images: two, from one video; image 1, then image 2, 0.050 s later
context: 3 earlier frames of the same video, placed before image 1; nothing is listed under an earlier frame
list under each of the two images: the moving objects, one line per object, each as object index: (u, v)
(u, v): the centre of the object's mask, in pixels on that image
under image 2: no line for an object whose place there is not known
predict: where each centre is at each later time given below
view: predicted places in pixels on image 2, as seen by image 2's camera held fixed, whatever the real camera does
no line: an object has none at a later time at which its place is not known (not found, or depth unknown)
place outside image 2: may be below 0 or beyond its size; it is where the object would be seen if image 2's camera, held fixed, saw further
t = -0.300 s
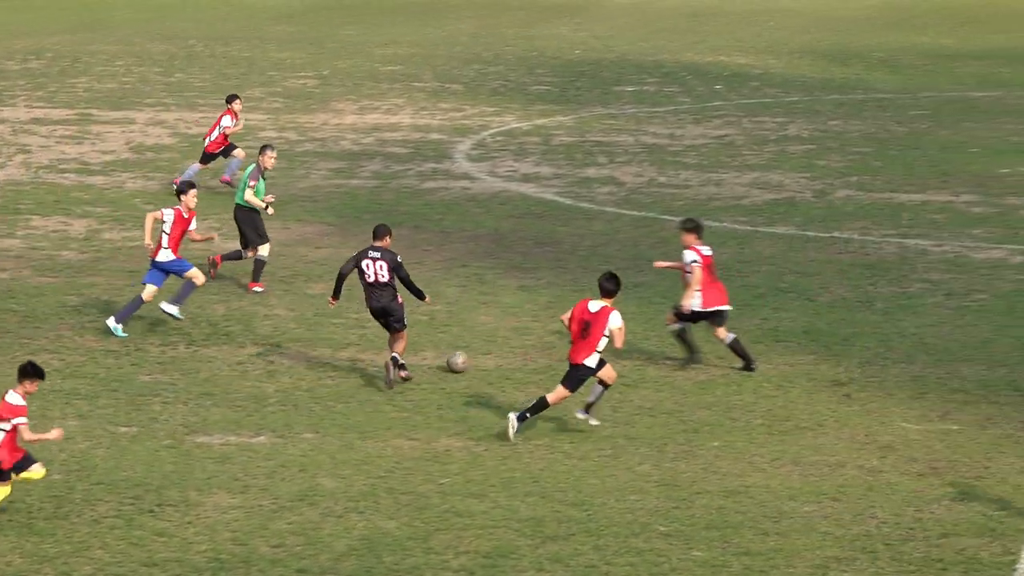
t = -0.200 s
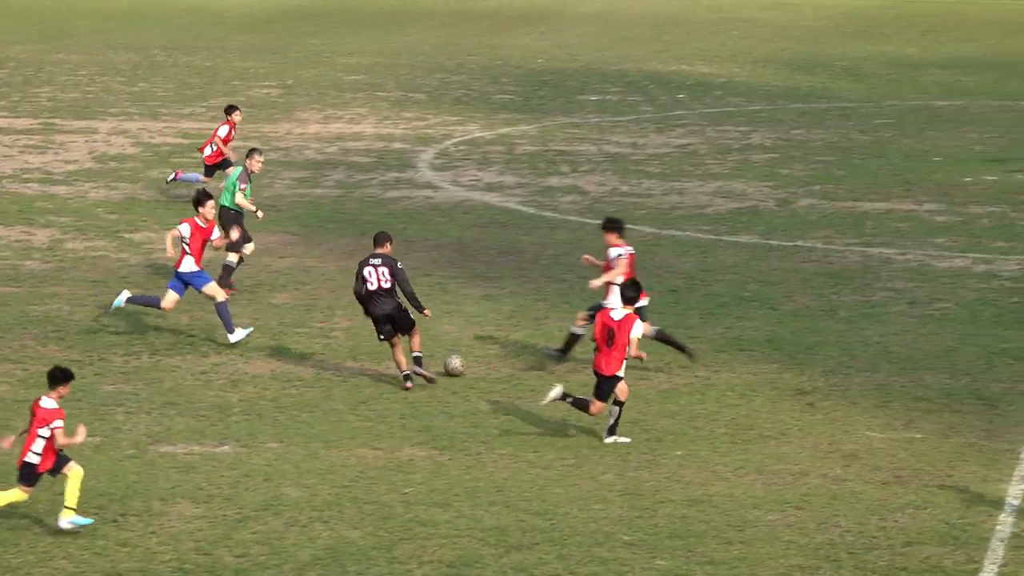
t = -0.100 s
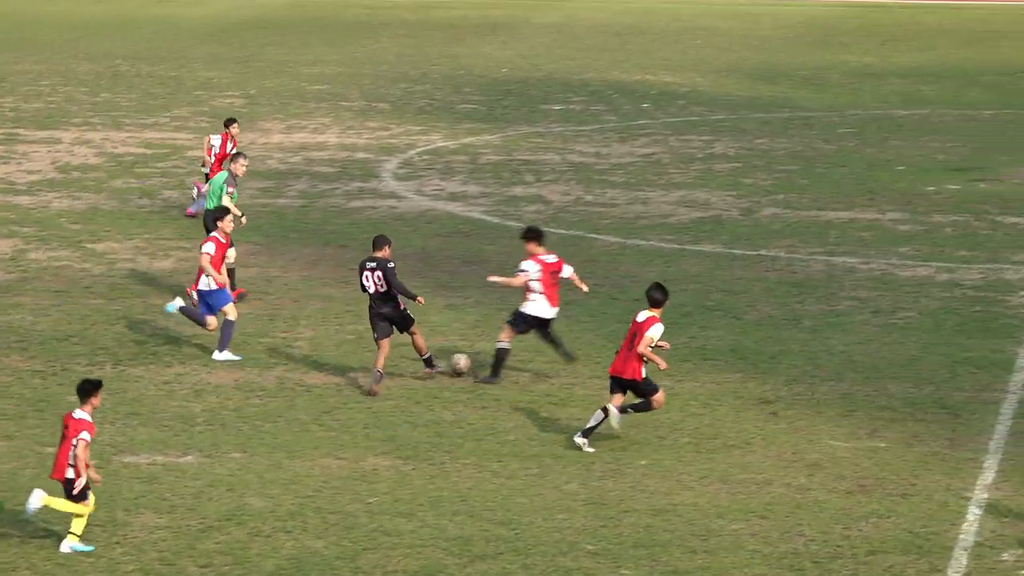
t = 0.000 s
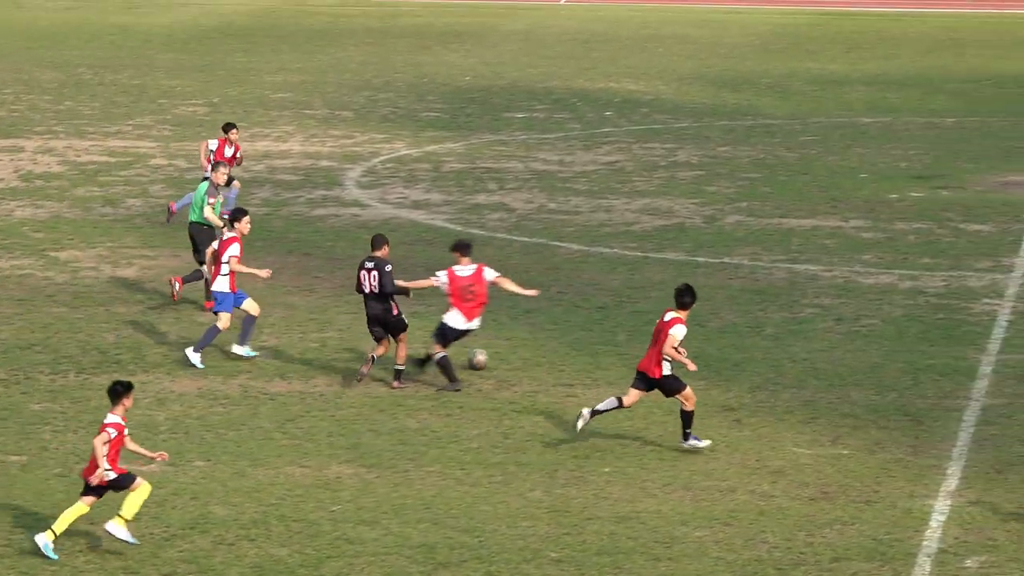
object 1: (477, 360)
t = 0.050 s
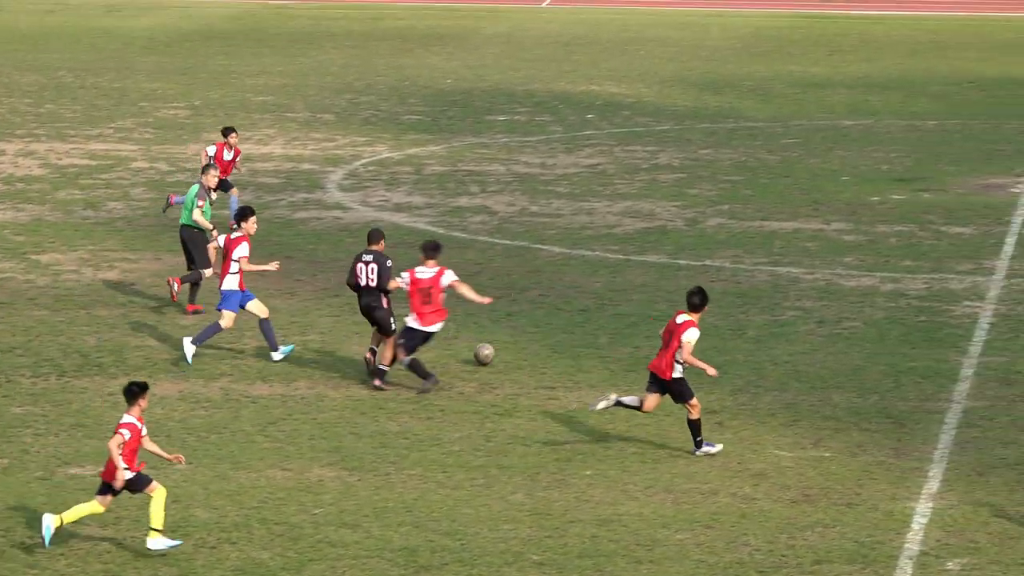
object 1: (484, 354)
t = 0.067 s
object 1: (492, 352)
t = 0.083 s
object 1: (500, 350)
